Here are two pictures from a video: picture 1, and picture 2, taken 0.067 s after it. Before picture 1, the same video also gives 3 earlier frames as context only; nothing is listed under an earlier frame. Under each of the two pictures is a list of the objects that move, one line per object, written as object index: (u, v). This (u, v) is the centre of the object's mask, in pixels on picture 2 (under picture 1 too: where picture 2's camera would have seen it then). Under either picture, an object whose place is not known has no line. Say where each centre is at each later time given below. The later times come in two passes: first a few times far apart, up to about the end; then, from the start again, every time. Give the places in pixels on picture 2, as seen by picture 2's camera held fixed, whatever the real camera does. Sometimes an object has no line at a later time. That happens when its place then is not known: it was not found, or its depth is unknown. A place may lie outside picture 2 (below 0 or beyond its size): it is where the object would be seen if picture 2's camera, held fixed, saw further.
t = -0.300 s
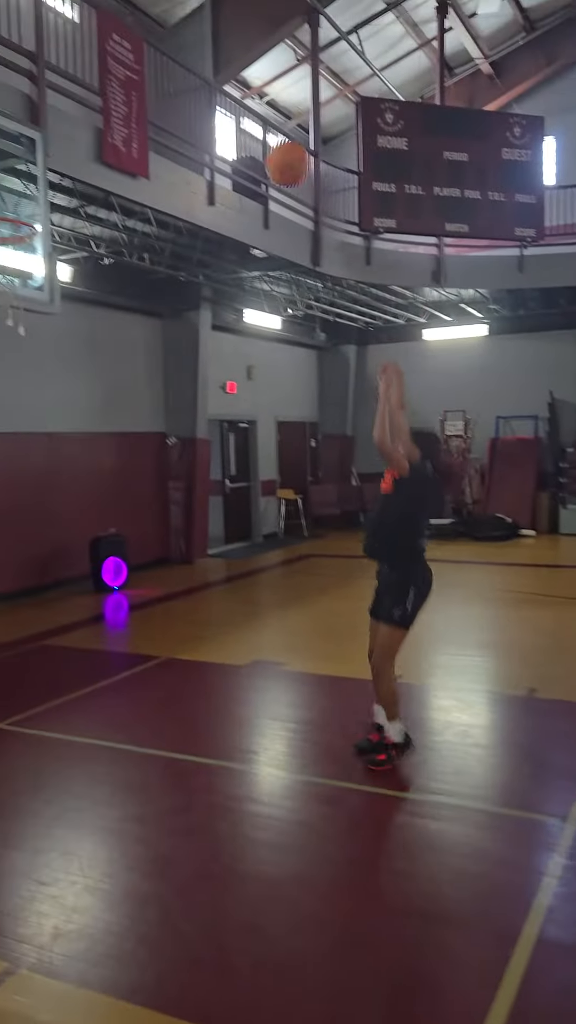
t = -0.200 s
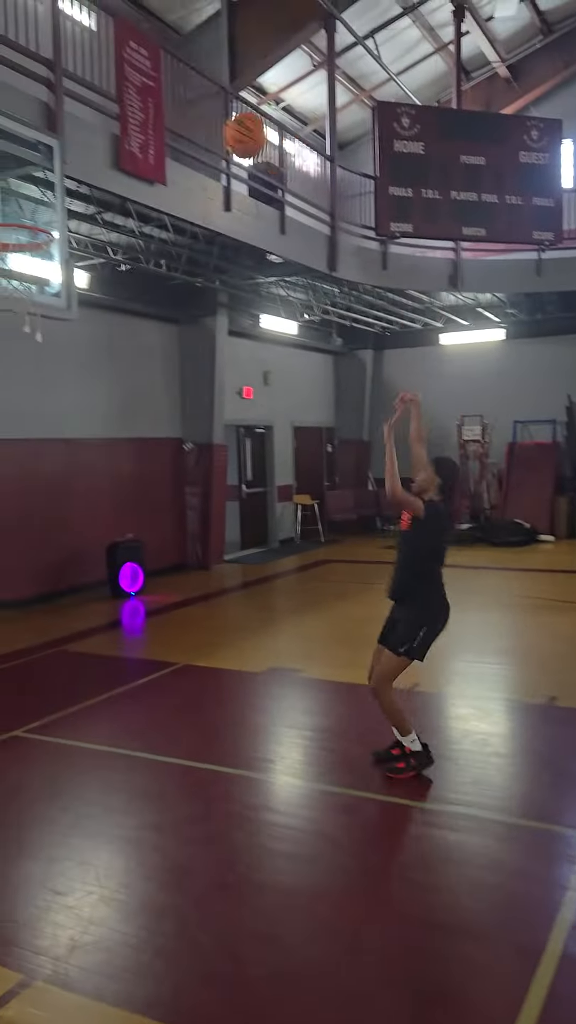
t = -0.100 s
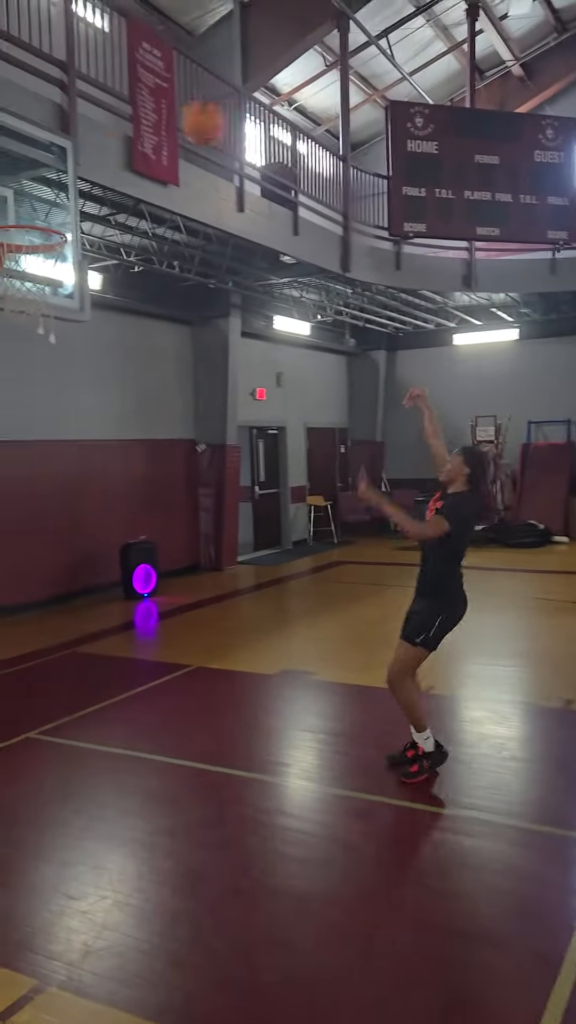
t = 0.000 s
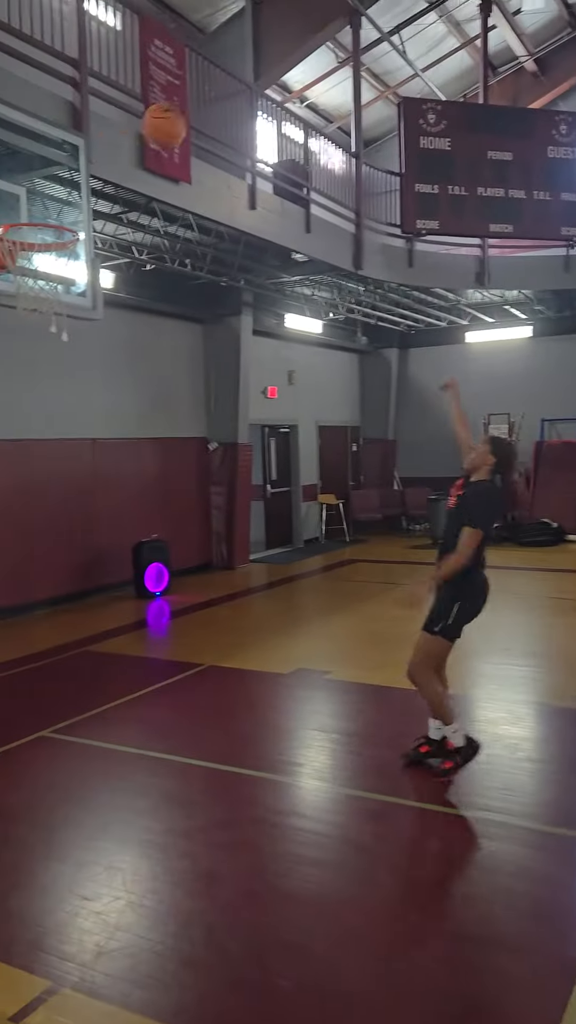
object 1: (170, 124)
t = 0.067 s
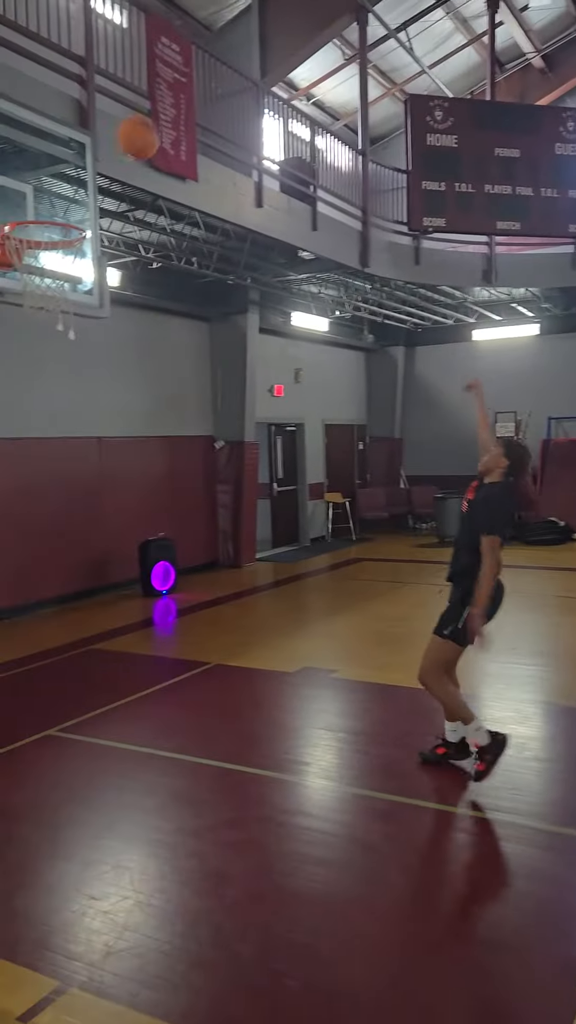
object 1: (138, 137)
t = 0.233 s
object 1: (62, 204)
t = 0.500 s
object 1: (21, 297)
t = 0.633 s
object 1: (35, 356)
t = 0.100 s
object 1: (122, 147)
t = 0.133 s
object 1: (106, 159)
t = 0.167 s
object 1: (91, 172)
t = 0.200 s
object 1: (77, 187)
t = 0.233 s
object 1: (62, 204)
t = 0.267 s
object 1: (49, 223)
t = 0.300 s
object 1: (34, 241)
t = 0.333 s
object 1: (19, 261)
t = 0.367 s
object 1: (16, 267)
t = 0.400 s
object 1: (18, 274)
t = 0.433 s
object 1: (18, 280)
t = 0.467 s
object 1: (19, 287)
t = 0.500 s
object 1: (21, 297)
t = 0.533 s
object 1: (24, 310)
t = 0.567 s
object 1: (28, 323)
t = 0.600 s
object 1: (32, 339)
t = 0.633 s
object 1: (35, 356)
